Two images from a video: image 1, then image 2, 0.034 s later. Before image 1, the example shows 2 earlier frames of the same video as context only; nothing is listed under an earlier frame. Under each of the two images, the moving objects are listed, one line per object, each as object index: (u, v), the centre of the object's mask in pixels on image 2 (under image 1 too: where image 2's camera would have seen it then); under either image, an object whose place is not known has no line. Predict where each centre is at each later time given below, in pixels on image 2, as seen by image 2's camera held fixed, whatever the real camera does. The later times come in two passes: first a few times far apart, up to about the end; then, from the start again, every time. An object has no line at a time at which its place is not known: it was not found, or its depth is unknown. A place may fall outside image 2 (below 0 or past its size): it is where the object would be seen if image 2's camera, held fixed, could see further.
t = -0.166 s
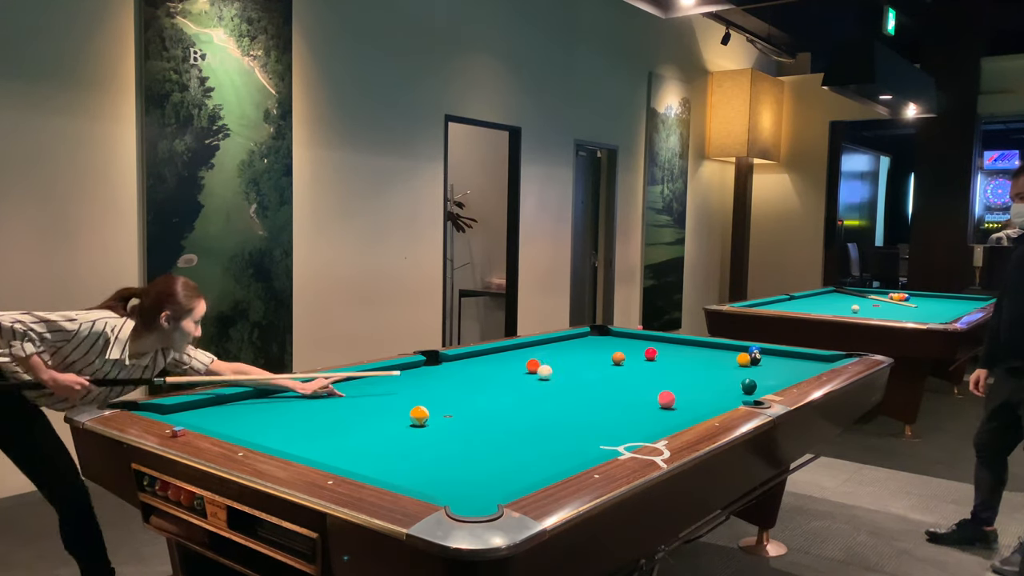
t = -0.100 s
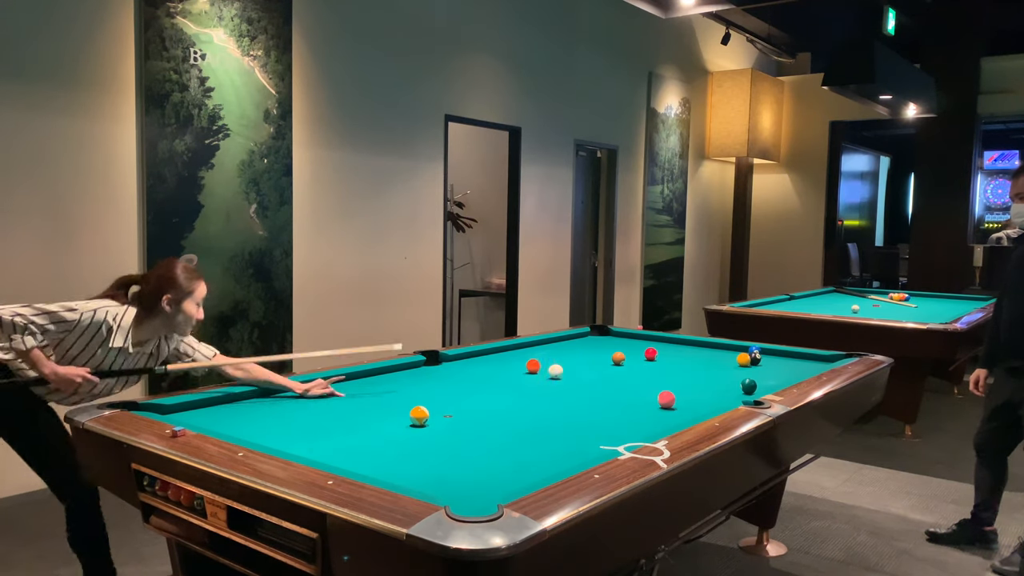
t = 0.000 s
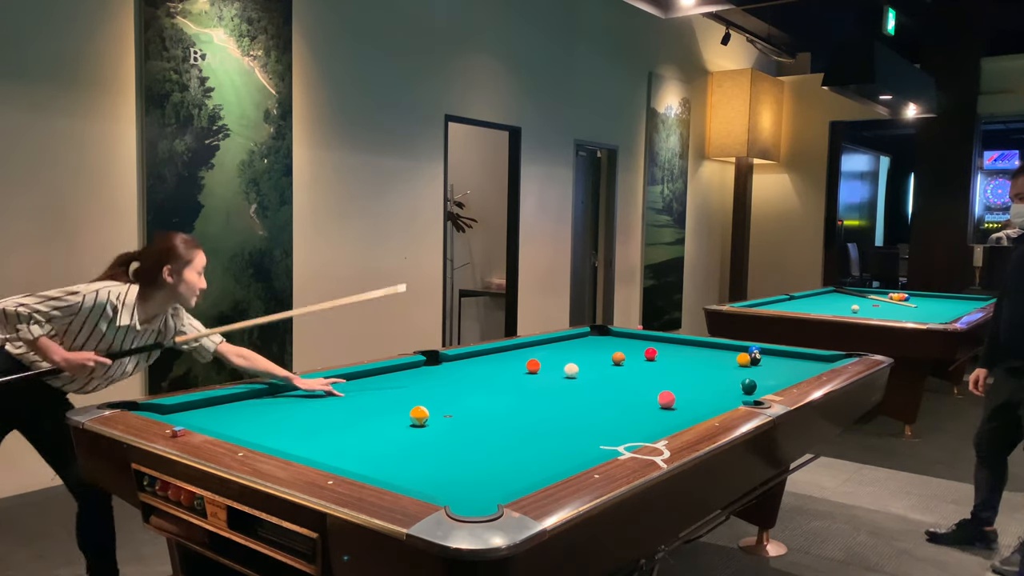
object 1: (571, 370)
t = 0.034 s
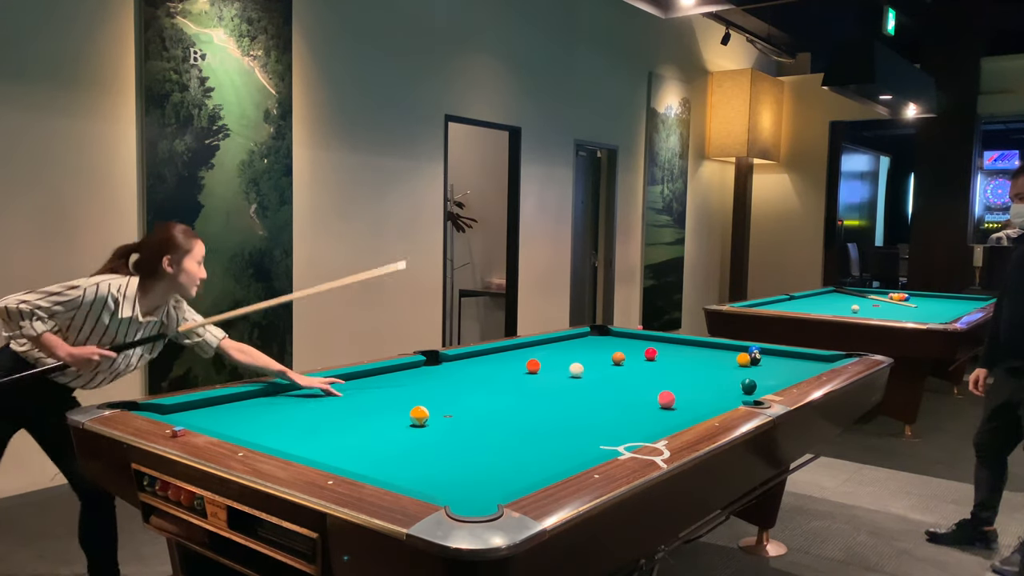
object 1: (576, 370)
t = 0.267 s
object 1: (611, 367)
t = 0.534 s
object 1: (648, 365)
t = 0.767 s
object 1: (678, 363)
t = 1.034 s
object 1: (710, 361)
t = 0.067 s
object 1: (581, 369)
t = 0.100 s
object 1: (586, 369)
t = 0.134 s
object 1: (591, 369)
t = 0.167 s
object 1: (596, 369)
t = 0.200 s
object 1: (601, 368)
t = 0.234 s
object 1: (606, 368)
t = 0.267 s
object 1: (611, 367)
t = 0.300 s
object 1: (615, 367)
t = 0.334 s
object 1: (620, 367)
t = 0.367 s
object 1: (625, 367)
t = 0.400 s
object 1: (630, 366)
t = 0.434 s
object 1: (634, 366)
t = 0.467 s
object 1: (639, 366)
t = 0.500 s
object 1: (643, 365)
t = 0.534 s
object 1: (648, 365)
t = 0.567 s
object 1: (652, 365)
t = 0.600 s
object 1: (656, 365)
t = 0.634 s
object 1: (661, 364)
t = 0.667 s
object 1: (665, 364)
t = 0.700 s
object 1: (670, 364)
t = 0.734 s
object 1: (674, 364)
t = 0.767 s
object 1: (678, 363)
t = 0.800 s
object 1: (682, 363)
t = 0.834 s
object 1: (686, 363)
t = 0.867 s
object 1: (690, 363)
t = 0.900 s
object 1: (694, 362)
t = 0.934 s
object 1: (698, 362)
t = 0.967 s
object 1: (702, 362)
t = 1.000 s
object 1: (706, 362)
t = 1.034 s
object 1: (710, 361)
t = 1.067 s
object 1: (714, 361)
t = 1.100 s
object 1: (718, 361)
